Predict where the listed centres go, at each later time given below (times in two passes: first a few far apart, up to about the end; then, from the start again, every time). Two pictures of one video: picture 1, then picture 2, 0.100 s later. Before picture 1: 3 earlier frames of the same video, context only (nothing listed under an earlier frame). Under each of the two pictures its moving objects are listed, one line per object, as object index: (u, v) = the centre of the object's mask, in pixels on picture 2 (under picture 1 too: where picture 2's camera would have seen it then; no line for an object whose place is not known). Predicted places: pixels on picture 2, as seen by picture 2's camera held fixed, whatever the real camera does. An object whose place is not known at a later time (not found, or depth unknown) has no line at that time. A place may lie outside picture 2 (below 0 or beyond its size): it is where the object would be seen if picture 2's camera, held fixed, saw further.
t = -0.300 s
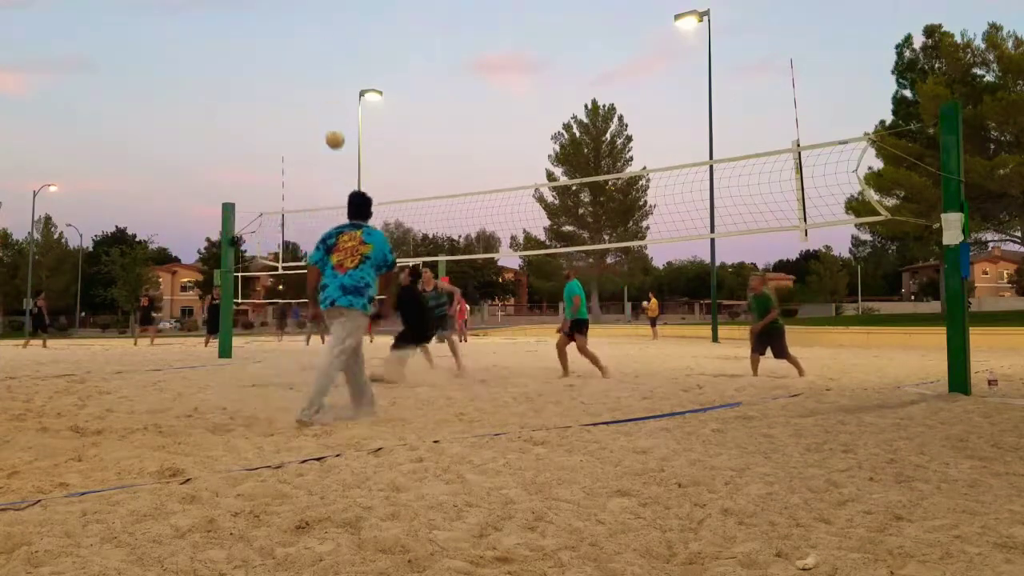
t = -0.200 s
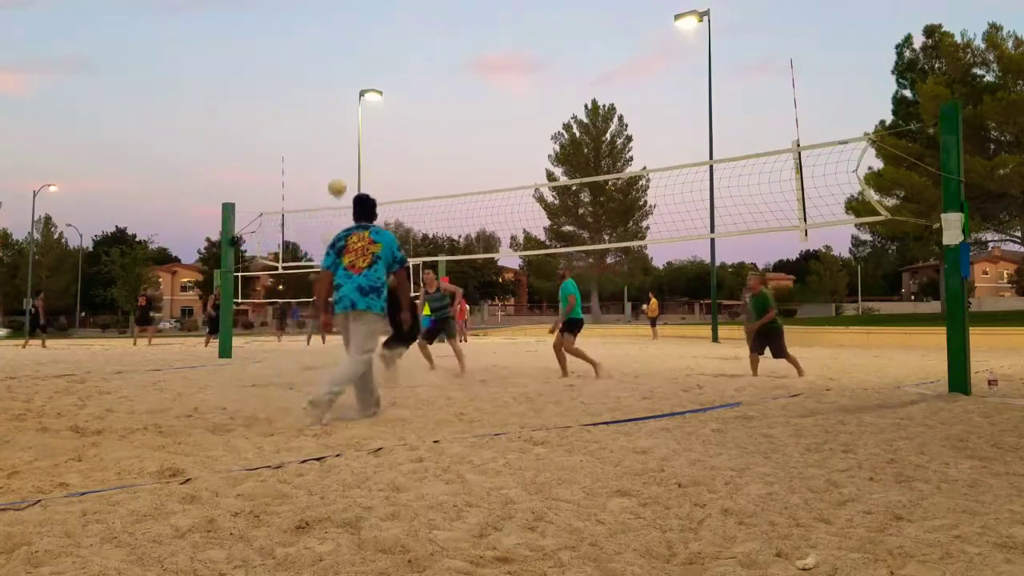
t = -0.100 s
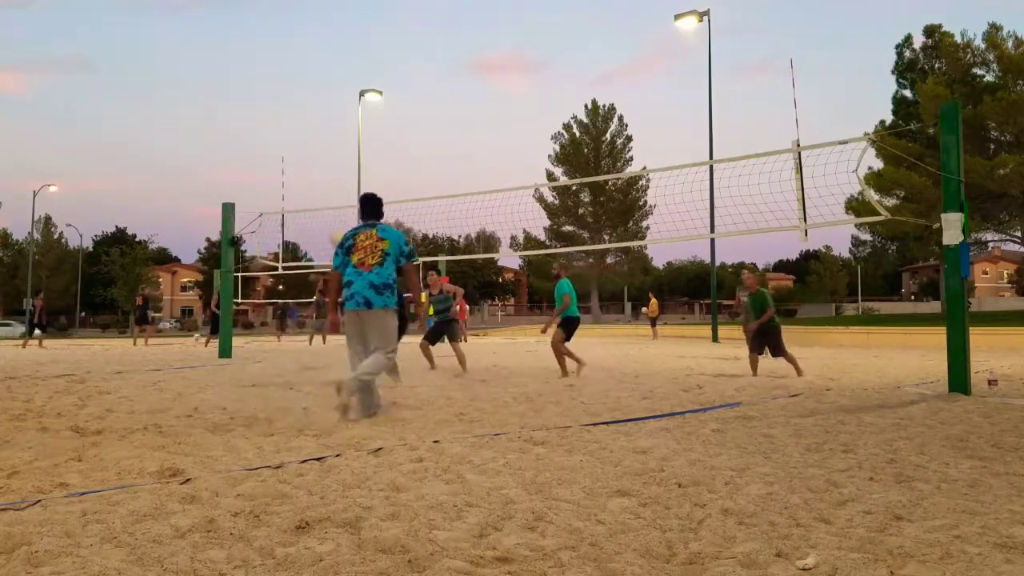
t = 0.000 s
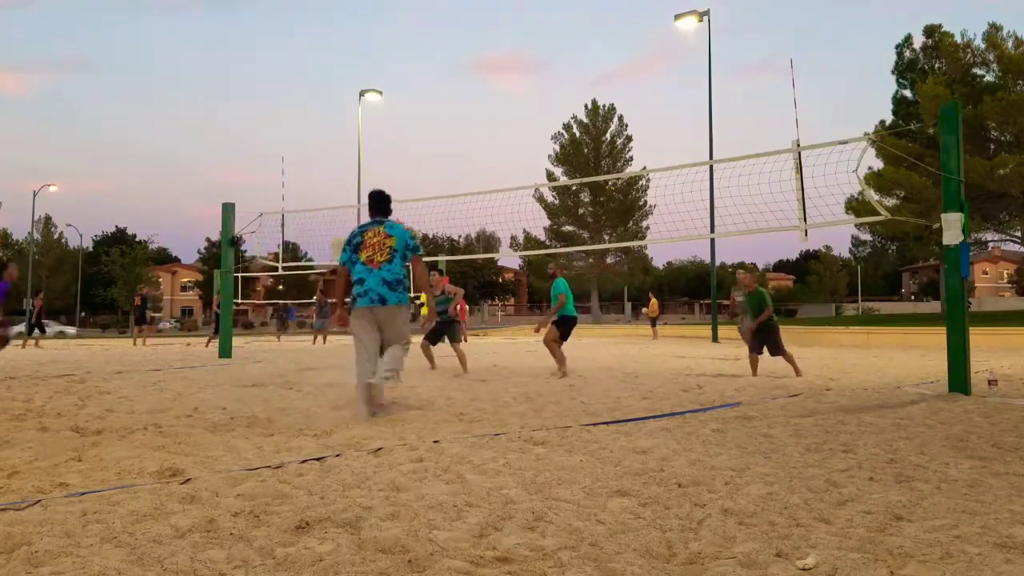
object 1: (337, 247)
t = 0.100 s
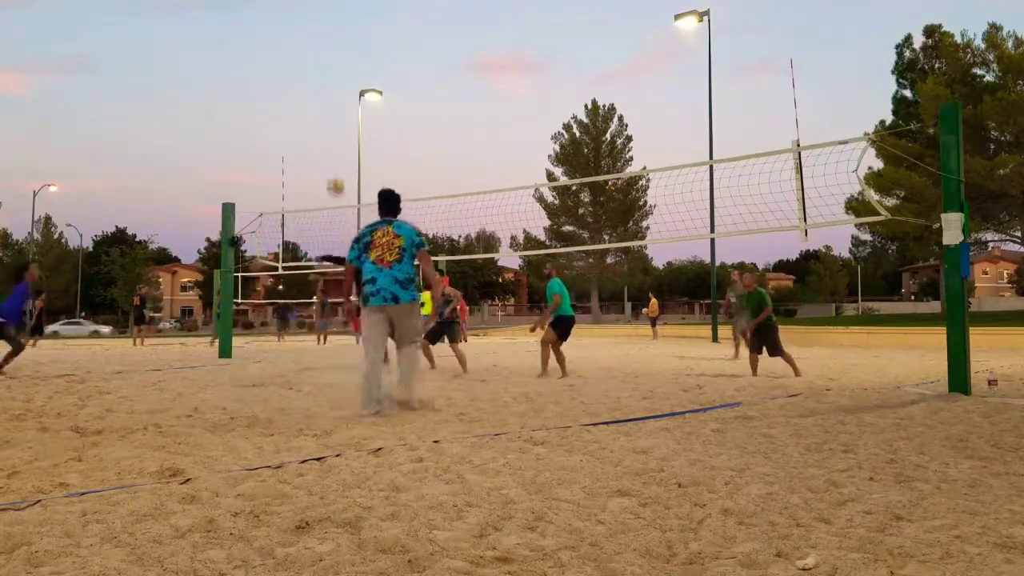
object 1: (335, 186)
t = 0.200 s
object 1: (332, 139)
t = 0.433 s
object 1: (325, 66)
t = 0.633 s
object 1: (320, 40)
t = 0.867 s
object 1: (314, 47)
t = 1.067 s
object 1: (310, 81)
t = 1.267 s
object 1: (306, 141)
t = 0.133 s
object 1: (335, 170)
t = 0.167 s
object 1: (333, 154)
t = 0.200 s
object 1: (332, 139)
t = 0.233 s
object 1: (331, 125)
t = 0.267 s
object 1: (330, 113)
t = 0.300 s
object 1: (329, 102)
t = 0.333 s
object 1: (328, 92)
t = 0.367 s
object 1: (327, 82)
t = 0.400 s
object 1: (326, 74)
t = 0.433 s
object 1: (325, 66)
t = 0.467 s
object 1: (324, 60)
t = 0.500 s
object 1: (323, 54)
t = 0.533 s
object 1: (322, 49)
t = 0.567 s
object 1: (321, 45)
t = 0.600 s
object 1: (320, 42)
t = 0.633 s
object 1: (320, 40)
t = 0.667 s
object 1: (319, 38)
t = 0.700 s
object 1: (318, 38)
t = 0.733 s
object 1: (318, 38)
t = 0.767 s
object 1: (317, 39)
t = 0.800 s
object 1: (316, 41)
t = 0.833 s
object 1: (315, 43)
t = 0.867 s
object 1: (314, 47)
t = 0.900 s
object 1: (314, 51)
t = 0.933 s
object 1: (313, 55)
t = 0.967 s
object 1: (312, 61)
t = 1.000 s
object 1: (311, 67)
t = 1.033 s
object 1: (310, 74)
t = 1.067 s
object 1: (310, 81)
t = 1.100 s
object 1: (309, 90)
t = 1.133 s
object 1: (309, 99)
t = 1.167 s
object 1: (308, 108)
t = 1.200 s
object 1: (307, 118)
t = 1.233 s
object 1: (307, 129)
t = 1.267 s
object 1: (306, 141)
